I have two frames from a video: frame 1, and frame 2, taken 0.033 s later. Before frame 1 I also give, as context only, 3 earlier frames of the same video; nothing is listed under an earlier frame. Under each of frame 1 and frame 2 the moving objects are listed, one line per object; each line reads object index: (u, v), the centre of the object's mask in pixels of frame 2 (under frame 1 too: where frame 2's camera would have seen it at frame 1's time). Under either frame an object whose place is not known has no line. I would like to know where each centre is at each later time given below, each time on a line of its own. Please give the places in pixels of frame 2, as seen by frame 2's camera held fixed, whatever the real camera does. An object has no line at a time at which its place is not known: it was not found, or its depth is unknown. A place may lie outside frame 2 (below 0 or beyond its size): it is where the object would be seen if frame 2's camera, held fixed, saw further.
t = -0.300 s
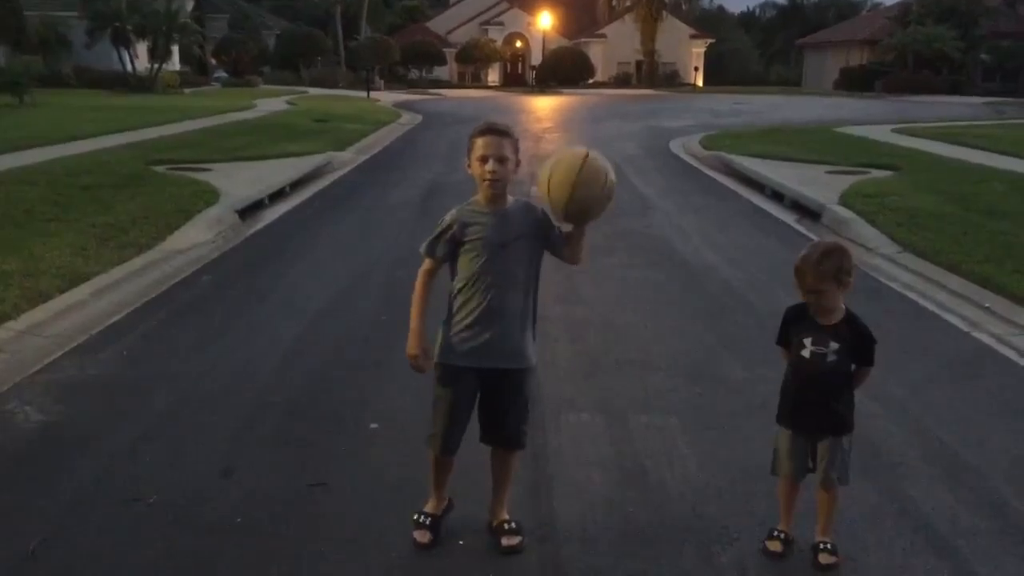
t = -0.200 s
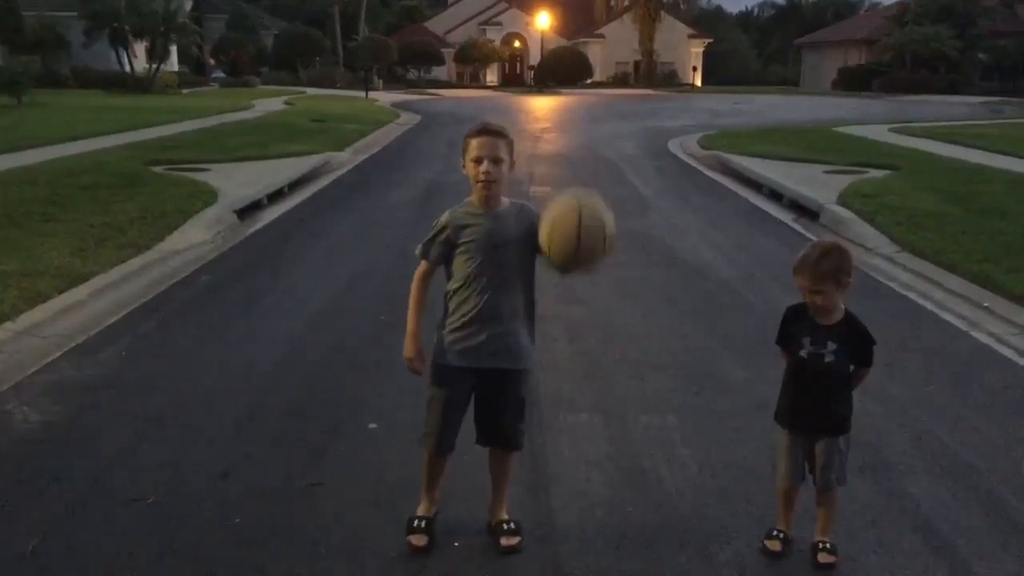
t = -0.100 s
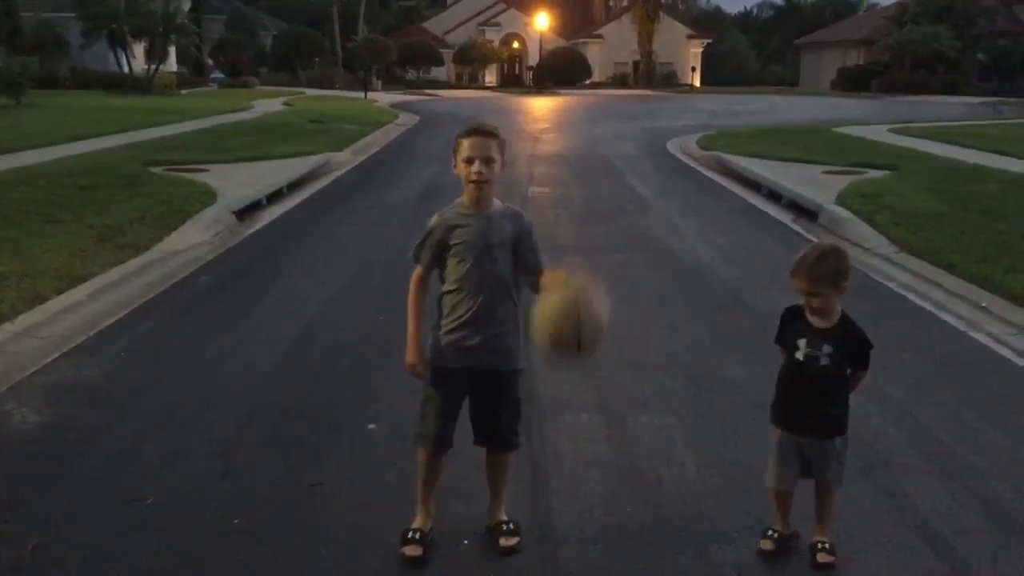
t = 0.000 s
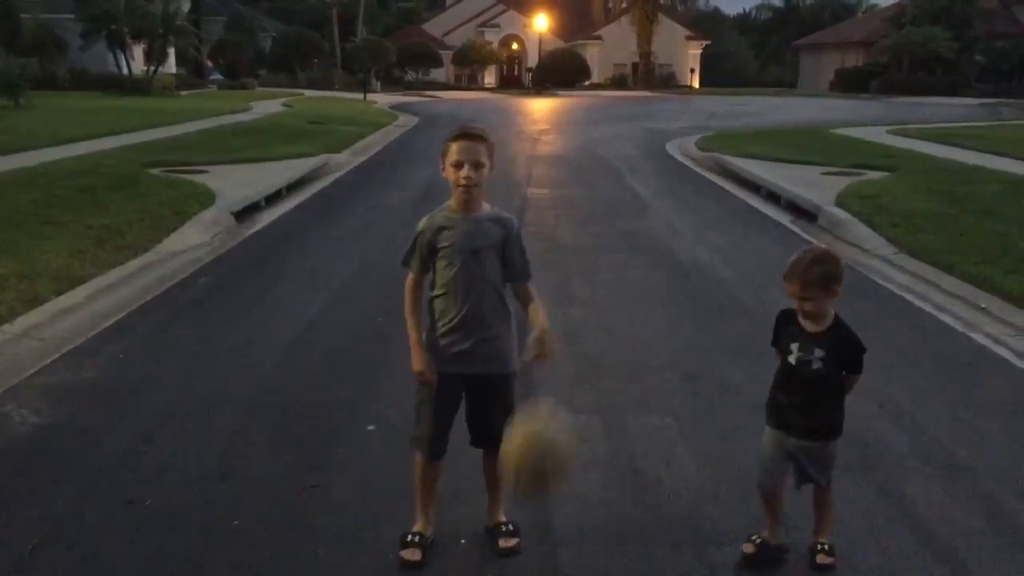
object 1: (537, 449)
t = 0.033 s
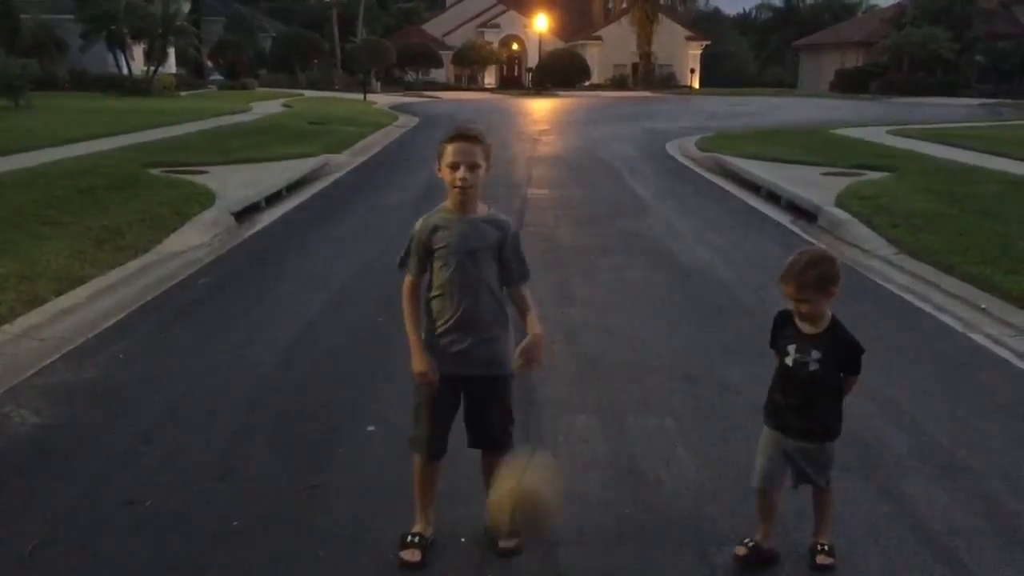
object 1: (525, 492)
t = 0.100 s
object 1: (502, 515)
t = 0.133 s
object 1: (491, 475)
